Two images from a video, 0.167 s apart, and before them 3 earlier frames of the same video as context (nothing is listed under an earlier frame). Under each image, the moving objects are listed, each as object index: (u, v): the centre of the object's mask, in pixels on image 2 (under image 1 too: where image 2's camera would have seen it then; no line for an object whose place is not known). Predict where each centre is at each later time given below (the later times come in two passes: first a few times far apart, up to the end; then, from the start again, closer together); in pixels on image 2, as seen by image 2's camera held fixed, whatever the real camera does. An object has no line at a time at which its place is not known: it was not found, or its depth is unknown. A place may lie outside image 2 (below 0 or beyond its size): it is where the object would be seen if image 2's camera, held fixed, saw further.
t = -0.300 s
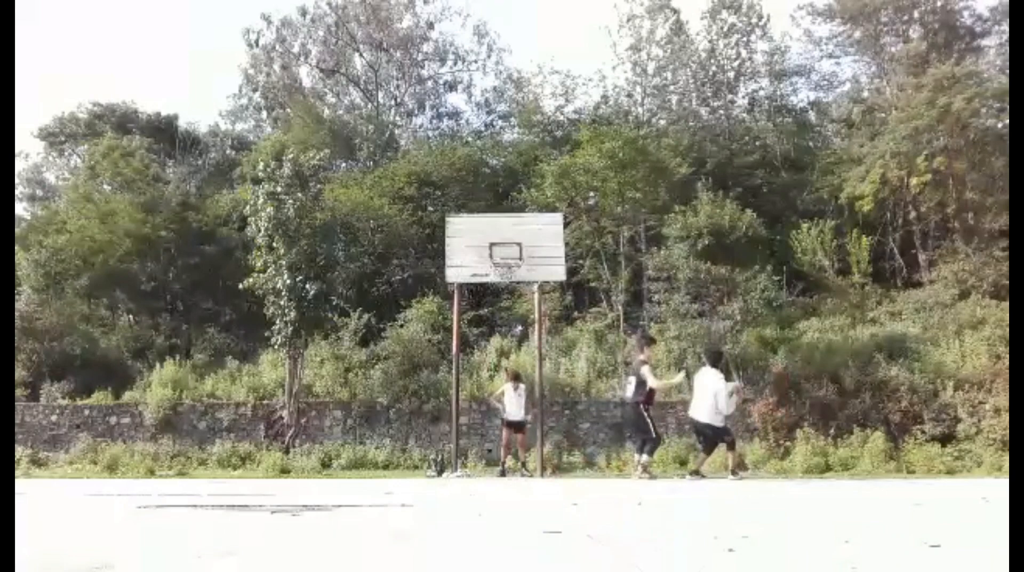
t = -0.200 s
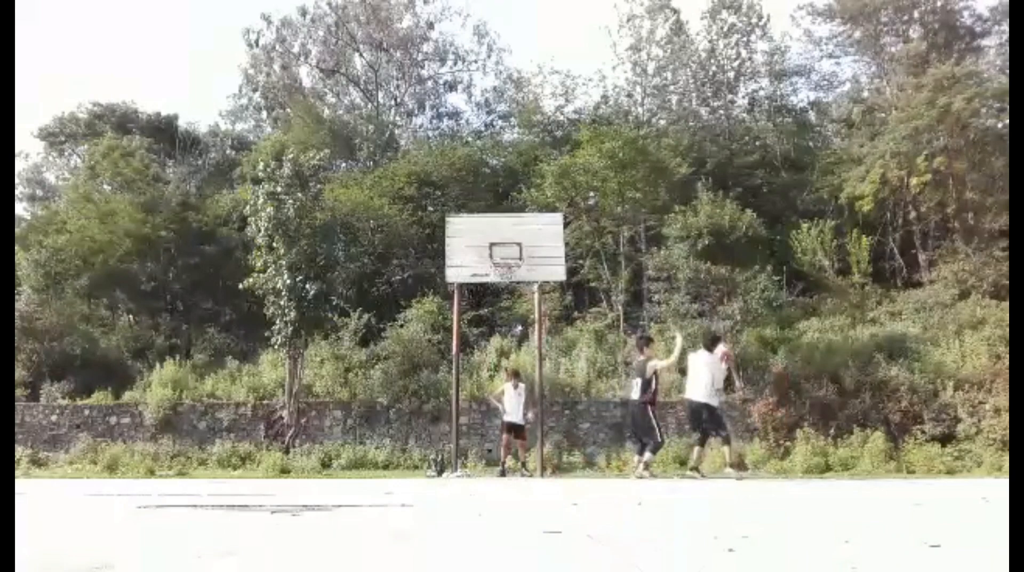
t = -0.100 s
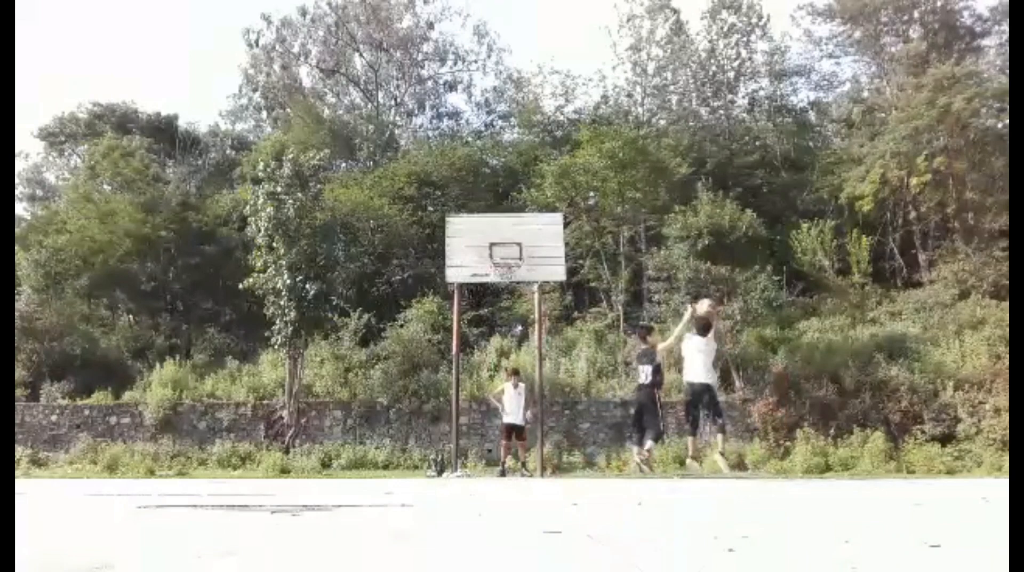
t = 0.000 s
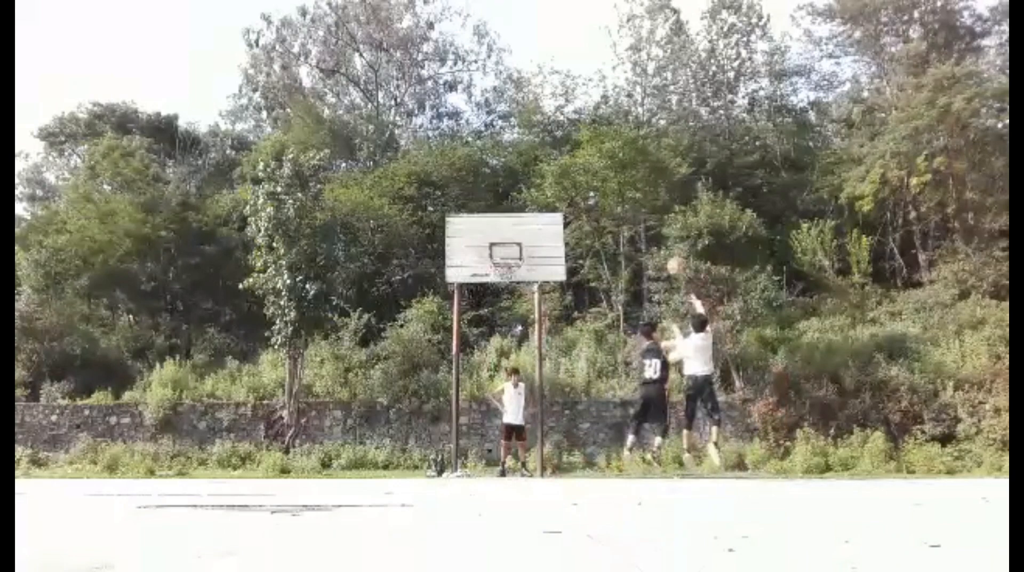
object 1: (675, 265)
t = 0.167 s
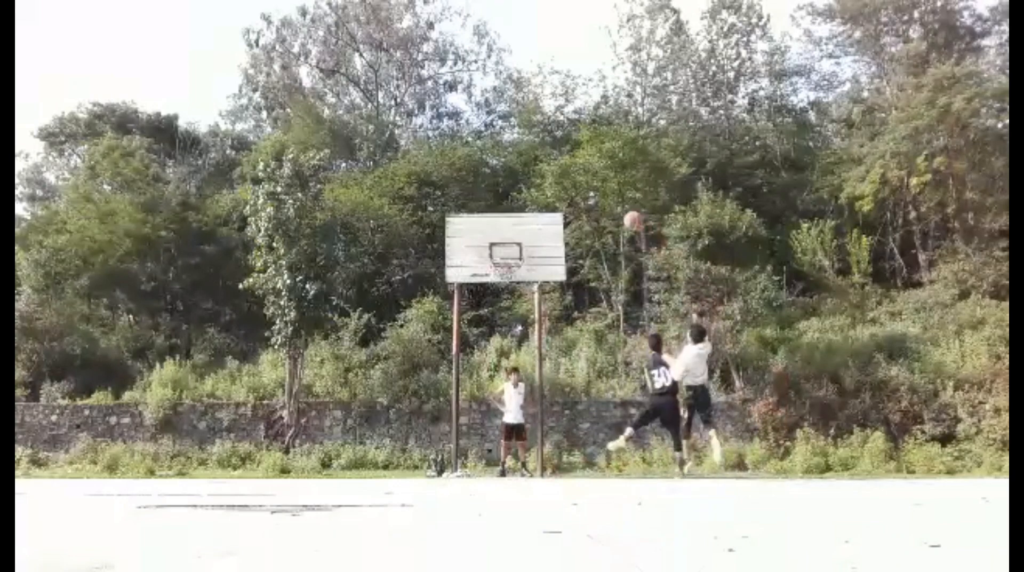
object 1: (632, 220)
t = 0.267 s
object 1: (609, 205)
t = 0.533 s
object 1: (557, 199)
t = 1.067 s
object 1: (508, 252)
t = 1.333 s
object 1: (505, 250)
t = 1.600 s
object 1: (503, 253)
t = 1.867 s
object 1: (499, 254)
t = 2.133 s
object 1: (493, 255)
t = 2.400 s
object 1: (484, 270)
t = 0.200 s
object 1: (624, 214)
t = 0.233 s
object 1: (617, 210)
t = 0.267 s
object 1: (609, 205)
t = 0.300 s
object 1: (602, 202)
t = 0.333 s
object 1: (594, 199)
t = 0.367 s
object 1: (588, 198)
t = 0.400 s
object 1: (581, 196)
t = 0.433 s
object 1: (575, 196)
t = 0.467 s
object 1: (569, 197)
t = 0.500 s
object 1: (562, 198)
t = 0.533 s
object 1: (557, 199)
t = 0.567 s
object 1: (551, 202)
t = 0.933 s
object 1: (510, 249)
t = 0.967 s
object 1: (508, 254)
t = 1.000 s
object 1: (508, 253)
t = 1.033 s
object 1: (508, 252)
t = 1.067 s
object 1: (508, 252)
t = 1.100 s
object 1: (507, 253)
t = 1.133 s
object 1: (507, 254)
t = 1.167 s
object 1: (506, 256)
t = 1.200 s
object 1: (505, 254)
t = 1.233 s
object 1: (505, 253)
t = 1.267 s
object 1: (505, 252)
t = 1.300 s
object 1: (505, 250)
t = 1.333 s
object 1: (505, 250)
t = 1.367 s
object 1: (505, 250)
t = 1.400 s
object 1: (505, 253)
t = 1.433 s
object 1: (504, 254)
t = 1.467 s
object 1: (504, 254)
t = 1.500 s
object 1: (504, 254)
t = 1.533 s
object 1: (504, 254)
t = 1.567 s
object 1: (504, 254)
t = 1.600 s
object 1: (503, 253)
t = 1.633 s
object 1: (502, 254)
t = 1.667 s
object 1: (502, 254)
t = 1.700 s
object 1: (502, 253)
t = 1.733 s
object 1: (501, 253)
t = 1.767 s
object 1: (501, 253)
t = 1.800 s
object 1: (501, 254)
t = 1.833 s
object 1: (500, 254)
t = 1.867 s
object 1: (499, 254)
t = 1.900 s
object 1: (498, 254)
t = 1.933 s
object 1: (498, 254)
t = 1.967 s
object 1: (498, 254)
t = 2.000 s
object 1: (497, 254)
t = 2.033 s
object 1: (496, 254)
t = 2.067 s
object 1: (495, 254)
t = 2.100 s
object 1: (495, 254)
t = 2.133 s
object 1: (493, 255)
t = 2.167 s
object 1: (493, 255)
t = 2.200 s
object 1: (492, 256)
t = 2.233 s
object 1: (492, 257)
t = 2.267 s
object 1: (491, 260)
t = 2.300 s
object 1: (489, 262)
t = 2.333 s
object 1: (487, 267)
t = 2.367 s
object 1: (485, 269)
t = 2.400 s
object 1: (484, 270)
